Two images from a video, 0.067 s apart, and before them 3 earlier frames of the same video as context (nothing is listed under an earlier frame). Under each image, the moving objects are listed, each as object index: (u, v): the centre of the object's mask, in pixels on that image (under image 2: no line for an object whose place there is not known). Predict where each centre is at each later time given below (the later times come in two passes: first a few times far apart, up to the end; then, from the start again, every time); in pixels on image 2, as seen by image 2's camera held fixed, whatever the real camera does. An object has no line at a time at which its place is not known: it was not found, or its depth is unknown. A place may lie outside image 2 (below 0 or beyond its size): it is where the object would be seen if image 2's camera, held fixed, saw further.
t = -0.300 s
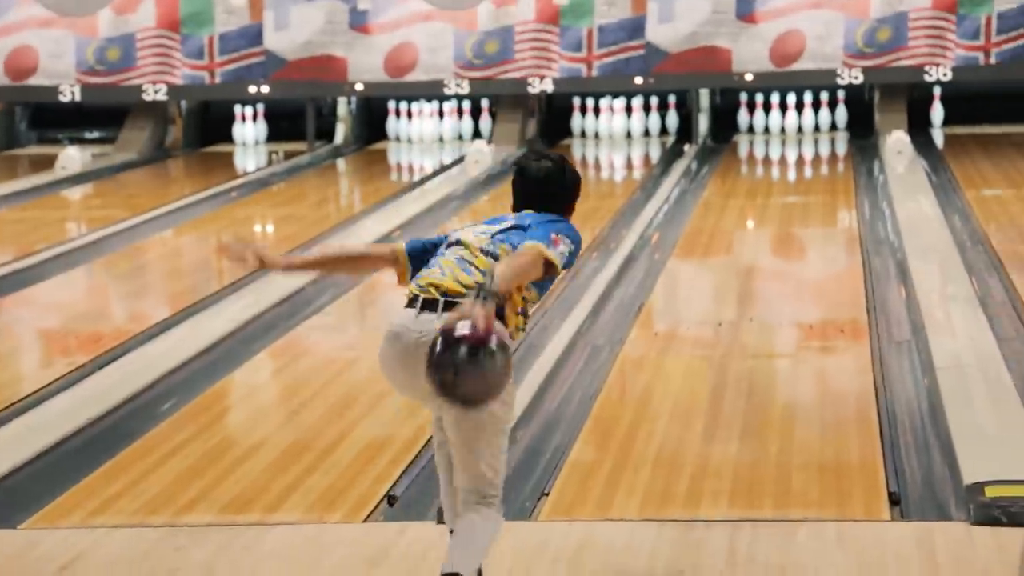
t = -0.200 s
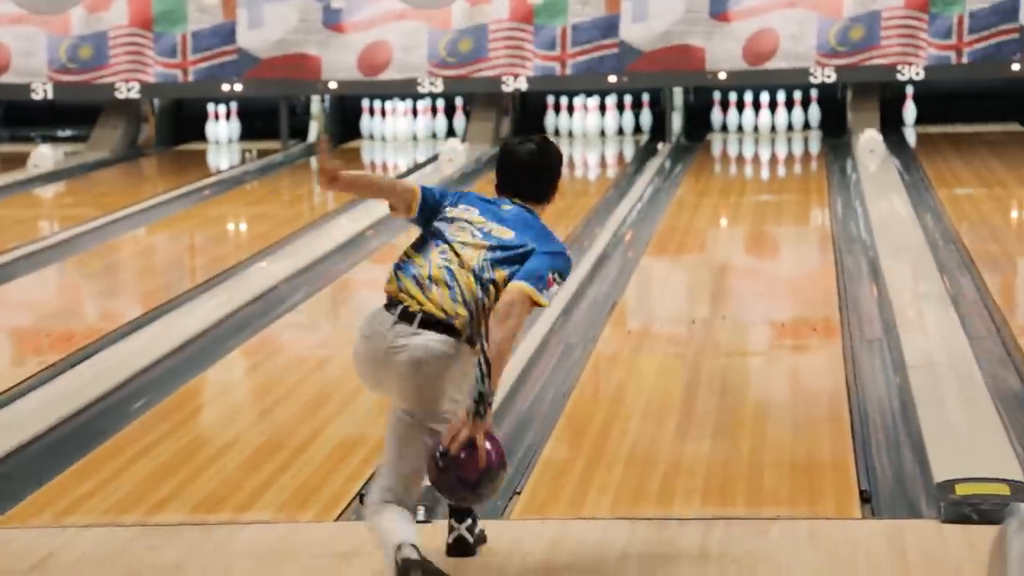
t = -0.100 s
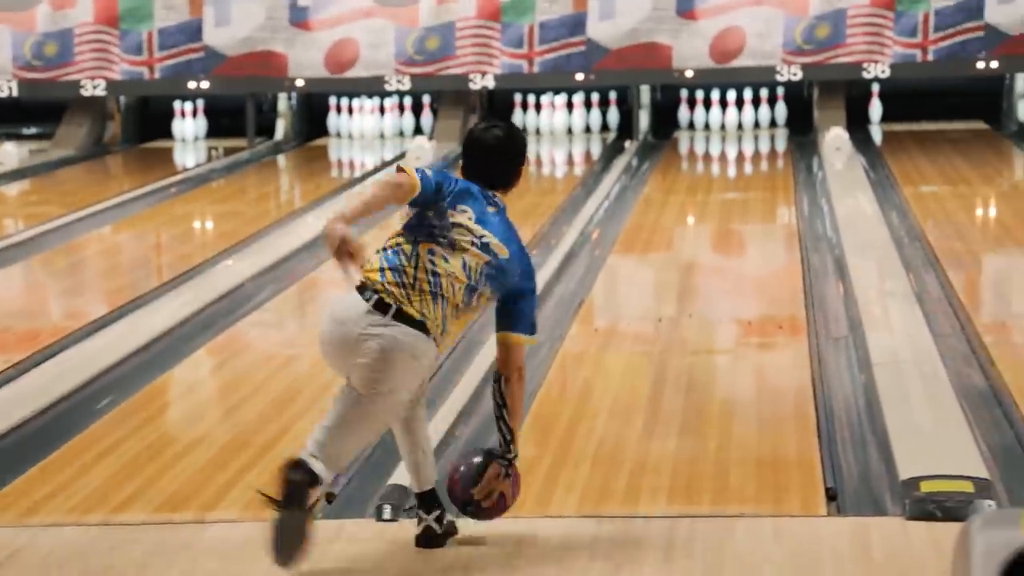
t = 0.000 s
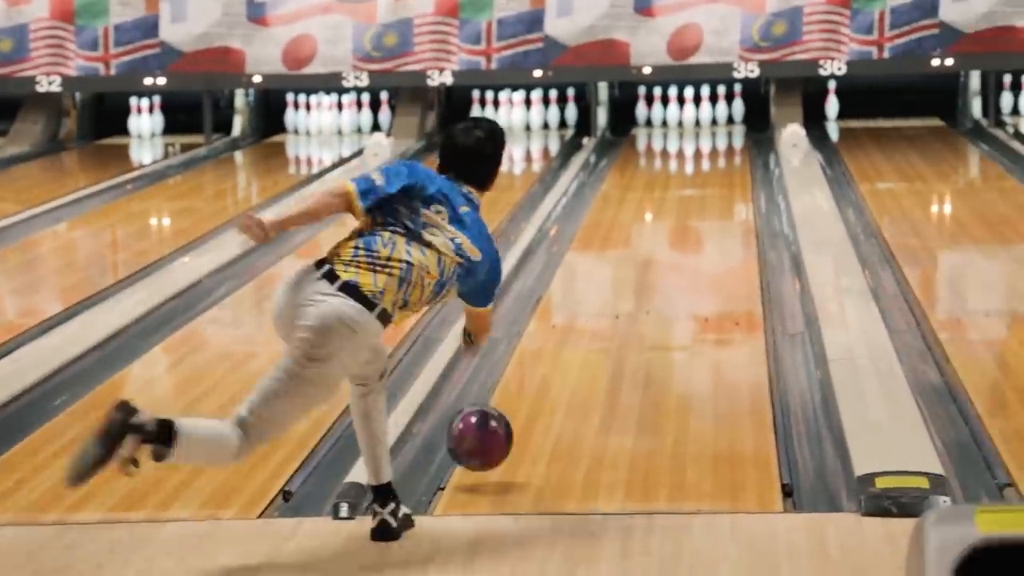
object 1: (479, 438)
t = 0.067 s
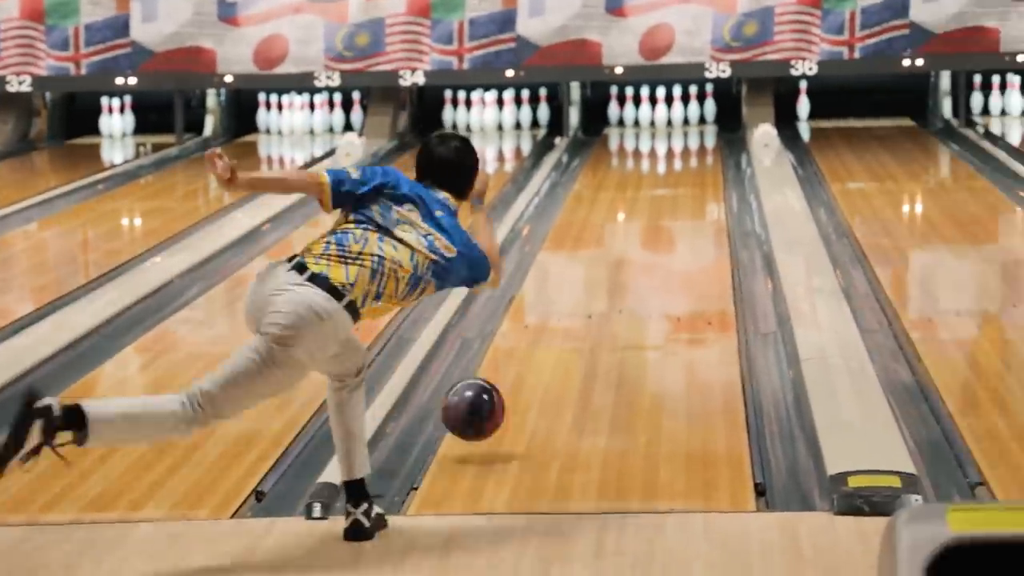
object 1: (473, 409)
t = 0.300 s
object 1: (532, 356)
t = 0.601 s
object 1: (582, 289)
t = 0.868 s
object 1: (612, 247)
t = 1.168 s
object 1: (638, 210)
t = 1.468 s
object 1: (657, 182)
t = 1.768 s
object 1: (671, 158)
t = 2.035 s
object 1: (680, 142)
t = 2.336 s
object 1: (678, 127)
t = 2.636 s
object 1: (667, 116)
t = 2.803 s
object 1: (666, 114)
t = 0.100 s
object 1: (483, 400)
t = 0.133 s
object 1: (492, 395)
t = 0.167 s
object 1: (501, 393)
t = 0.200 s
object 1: (510, 385)
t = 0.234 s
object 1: (517, 375)
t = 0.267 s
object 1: (525, 366)
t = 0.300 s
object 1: (532, 356)
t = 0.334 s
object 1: (539, 348)
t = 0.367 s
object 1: (546, 339)
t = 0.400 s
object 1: (552, 331)
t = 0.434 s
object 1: (557, 323)
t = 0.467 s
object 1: (562, 315)
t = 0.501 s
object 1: (569, 309)
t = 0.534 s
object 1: (573, 301)
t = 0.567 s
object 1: (577, 295)
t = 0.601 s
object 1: (582, 289)
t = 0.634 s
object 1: (586, 283)
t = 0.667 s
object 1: (590, 278)
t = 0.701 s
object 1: (594, 272)
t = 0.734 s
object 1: (598, 267)
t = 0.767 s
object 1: (602, 262)
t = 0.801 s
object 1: (605, 257)
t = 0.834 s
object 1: (609, 252)
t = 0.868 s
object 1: (612, 247)
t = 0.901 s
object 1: (616, 242)
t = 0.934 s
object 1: (618, 237)
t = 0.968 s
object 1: (622, 233)
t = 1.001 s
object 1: (625, 229)
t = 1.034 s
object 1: (628, 225)
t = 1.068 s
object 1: (630, 221)
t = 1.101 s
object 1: (633, 217)
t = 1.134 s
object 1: (636, 214)
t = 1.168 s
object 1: (638, 210)
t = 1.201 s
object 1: (641, 207)
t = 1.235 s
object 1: (642, 203)
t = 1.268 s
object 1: (645, 201)
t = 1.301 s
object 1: (647, 196)
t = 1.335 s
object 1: (650, 193)
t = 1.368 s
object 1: (651, 191)
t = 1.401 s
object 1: (653, 187)
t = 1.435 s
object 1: (655, 184)
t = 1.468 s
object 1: (657, 182)
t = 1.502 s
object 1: (658, 178)
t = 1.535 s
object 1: (661, 176)
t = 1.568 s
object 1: (663, 173)
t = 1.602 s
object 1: (664, 171)
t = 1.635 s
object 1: (665, 168)
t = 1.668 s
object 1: (667, 165)
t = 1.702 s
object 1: (669, 163)
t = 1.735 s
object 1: (670, 161)
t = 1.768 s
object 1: (671, 158)
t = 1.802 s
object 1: (671, 156)
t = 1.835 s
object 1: (673, 154)
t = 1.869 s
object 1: (676, 151)
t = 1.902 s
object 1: (675, 150)
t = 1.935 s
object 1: (677, 148)
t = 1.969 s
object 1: (678, 145)
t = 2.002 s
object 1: (679, 144)
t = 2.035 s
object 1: (680, 142)
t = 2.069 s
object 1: (681, 140)
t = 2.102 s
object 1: (680, 138)
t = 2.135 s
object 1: (681, 136)
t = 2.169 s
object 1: (681, 134)
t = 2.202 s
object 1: (680, 133)
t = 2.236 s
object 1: (680, 131)
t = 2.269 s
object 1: (680, 130)
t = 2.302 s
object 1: (680, 128)
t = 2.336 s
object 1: (678, 127)
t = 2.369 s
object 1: (677, 125)
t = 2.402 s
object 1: (676, 124)
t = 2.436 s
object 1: (674, 122)
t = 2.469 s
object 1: (672, 121)
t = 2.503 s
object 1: (670, 119)
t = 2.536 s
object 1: (668, 118)
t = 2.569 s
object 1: (667, 118)
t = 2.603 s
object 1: (668, 116)
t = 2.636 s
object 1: (667, 116)
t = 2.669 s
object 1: (666, 115)
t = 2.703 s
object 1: (665, 115)
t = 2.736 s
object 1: (667, 115)
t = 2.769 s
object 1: (667, 114)
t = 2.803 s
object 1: (666, 114)
